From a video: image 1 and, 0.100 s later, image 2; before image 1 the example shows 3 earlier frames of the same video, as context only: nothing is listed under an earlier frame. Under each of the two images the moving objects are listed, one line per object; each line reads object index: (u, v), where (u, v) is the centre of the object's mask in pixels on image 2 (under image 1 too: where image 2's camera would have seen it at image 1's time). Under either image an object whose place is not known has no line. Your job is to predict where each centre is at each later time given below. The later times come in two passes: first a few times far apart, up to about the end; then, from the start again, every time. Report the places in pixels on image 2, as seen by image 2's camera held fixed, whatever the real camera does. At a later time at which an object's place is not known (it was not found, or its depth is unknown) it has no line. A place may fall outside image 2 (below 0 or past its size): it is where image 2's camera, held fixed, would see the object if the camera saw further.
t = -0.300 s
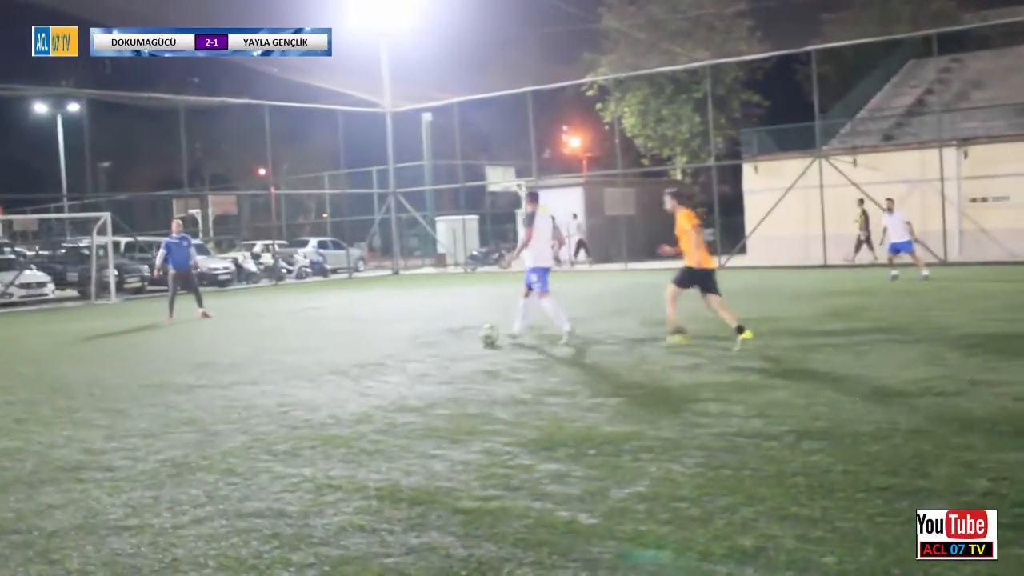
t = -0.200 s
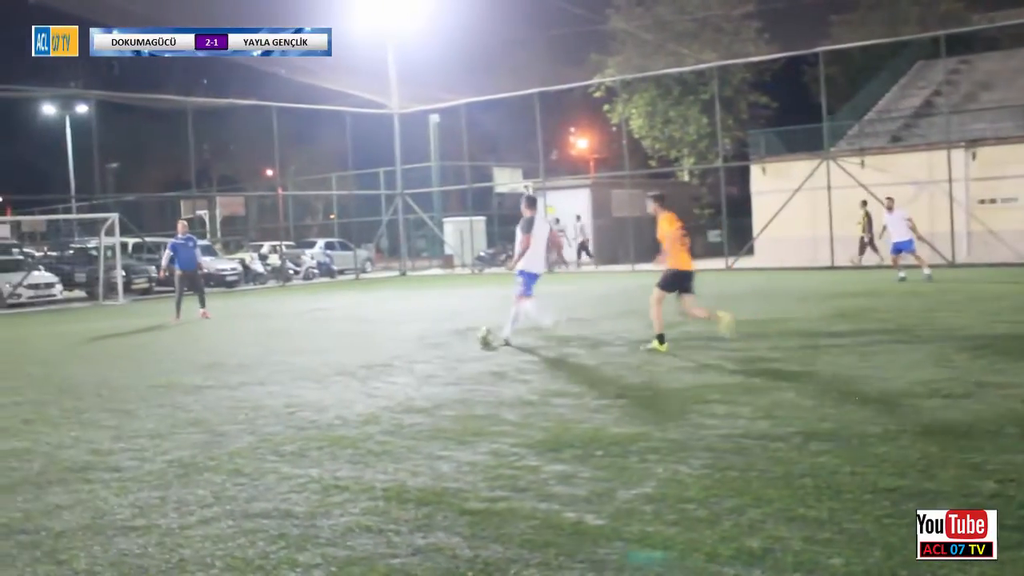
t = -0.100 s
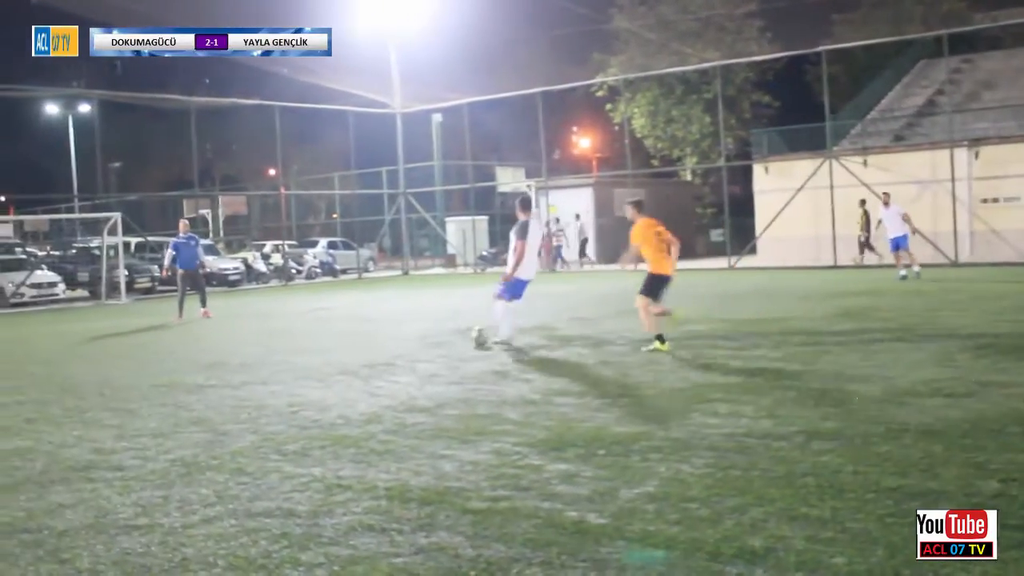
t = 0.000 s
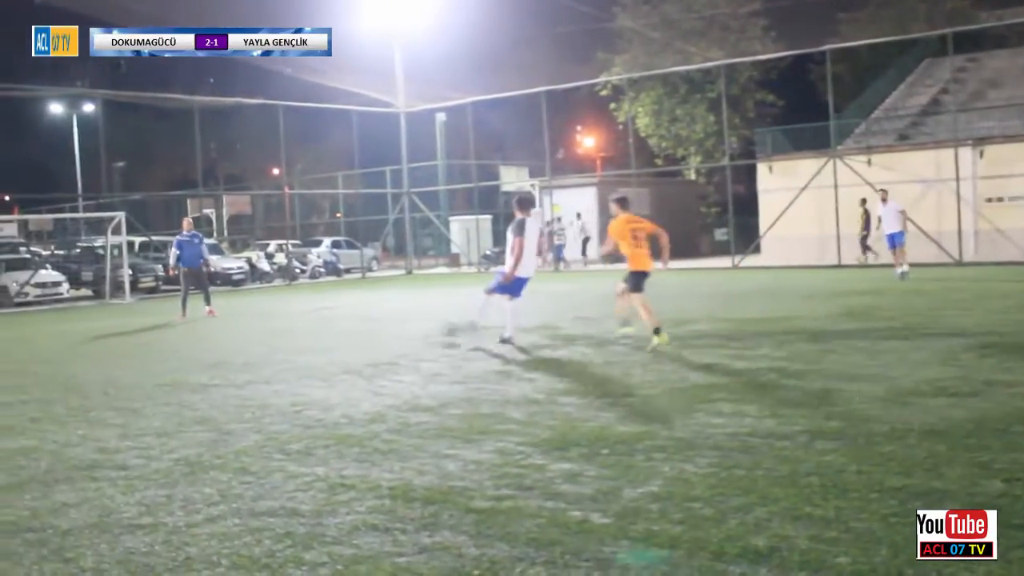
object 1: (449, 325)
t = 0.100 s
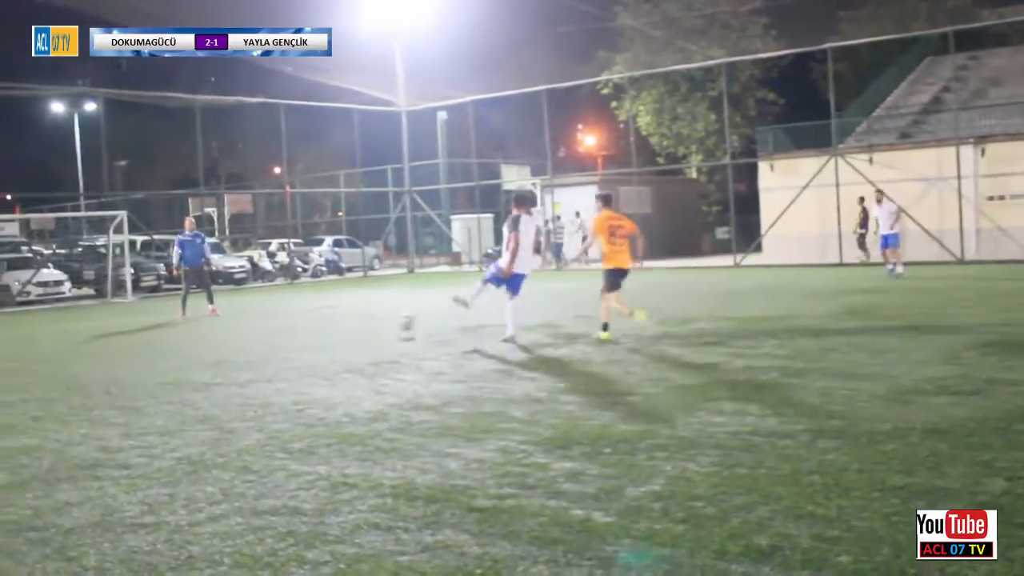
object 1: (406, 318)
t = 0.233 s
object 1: (362, 317)
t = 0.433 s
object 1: (312, 312)
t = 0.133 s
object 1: (394, 318)
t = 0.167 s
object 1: (383, 318)
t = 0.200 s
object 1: (372, 320)
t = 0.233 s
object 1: (362, 317)
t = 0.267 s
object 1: (353, 314)
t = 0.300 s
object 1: (344, 312)
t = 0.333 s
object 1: (336, 311)
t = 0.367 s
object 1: (328, 311)
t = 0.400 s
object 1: (320, 311)
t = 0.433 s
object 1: (312, 312)
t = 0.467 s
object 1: (305, 313)
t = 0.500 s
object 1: (299, 312)
